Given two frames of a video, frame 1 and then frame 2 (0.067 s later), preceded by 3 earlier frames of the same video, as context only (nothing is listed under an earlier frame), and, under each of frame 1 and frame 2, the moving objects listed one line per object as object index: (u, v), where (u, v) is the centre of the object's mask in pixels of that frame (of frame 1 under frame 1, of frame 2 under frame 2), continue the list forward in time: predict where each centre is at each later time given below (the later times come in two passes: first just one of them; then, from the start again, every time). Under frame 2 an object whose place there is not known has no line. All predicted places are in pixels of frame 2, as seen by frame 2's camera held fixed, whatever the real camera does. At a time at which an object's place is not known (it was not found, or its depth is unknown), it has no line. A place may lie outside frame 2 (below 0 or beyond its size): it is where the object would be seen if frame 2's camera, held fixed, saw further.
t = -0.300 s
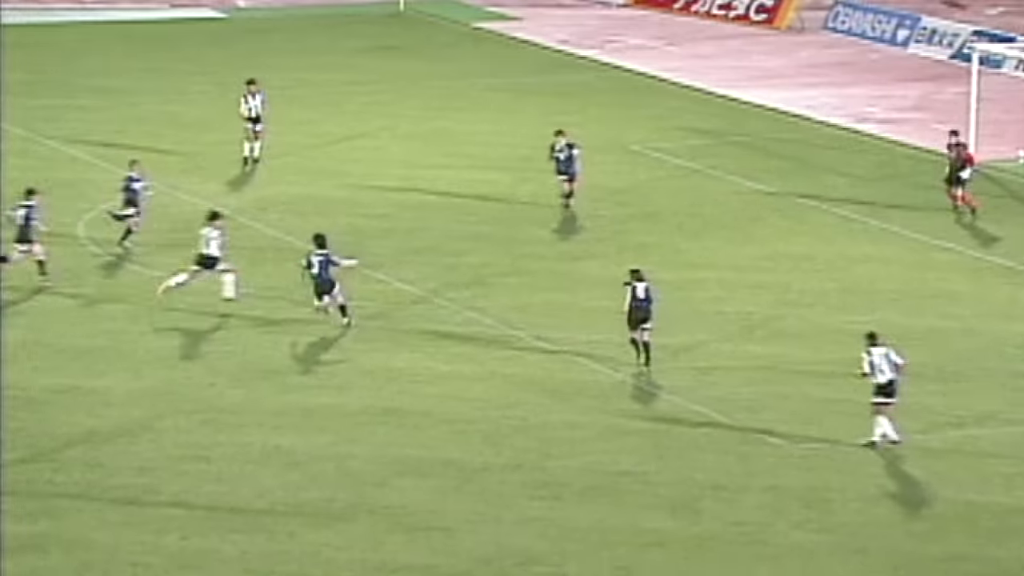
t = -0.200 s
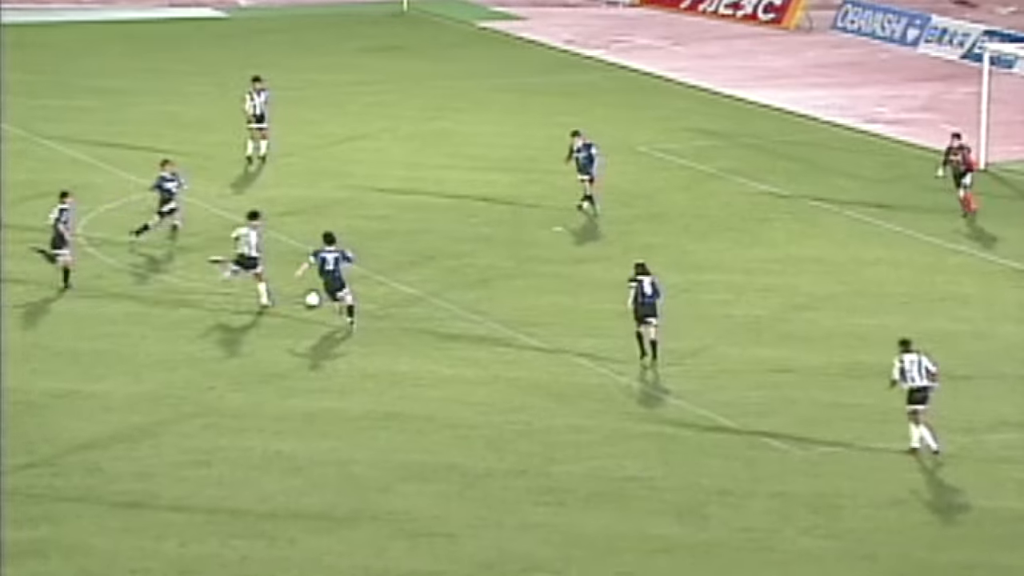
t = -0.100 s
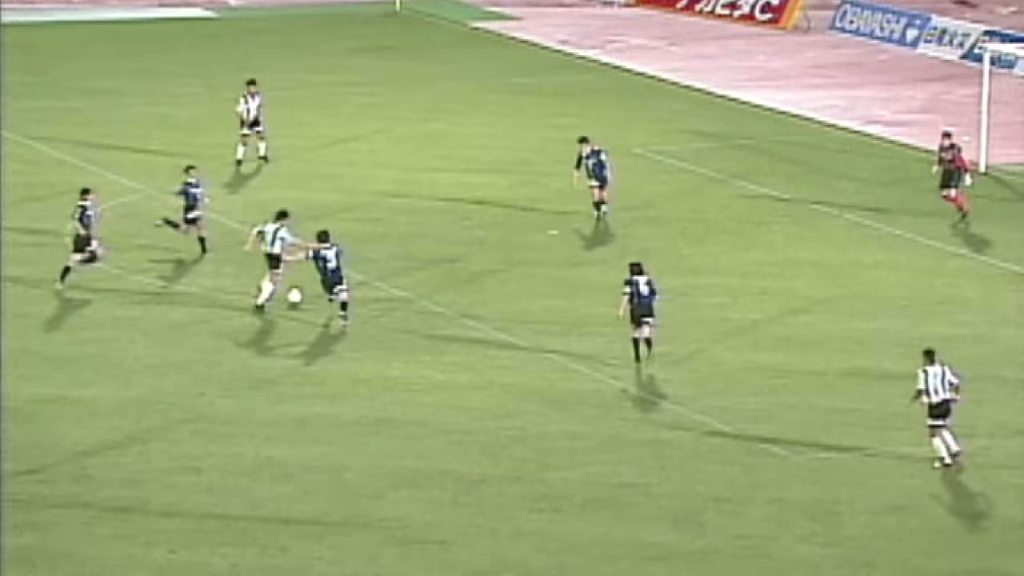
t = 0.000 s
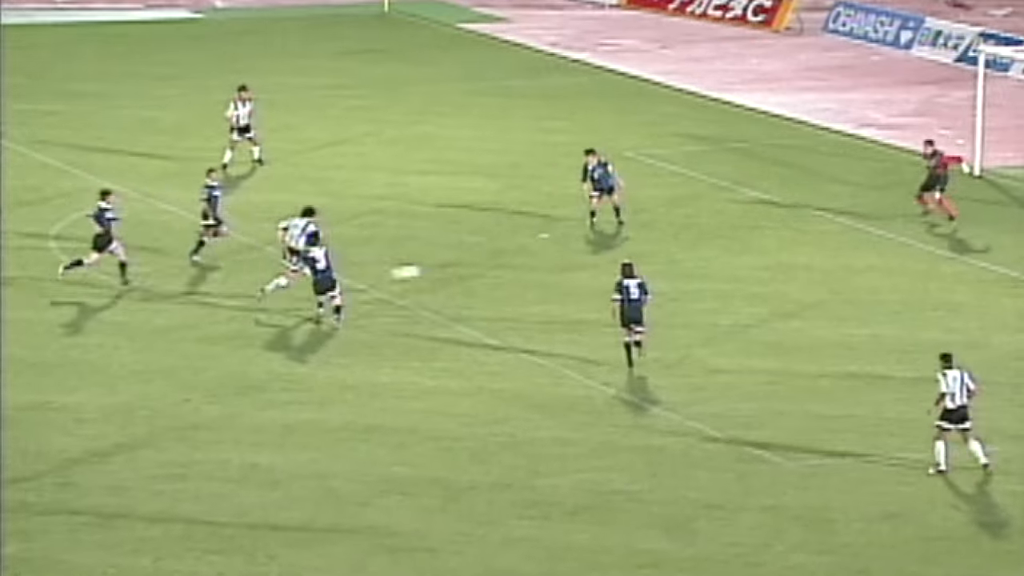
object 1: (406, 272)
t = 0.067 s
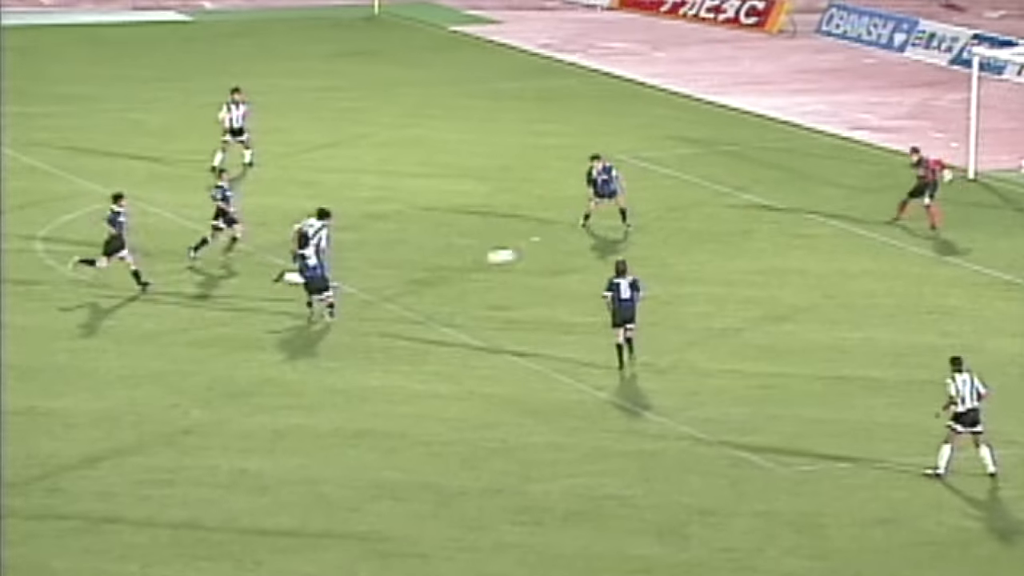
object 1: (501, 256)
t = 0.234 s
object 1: (743, 215)
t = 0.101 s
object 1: (551, 246)
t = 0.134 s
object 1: (601, 238)
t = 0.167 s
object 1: (650, 229)
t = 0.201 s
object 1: (698, 222)
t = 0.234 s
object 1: (743, 215)
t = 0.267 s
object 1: (790, 207)
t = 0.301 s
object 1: (834, 200)
